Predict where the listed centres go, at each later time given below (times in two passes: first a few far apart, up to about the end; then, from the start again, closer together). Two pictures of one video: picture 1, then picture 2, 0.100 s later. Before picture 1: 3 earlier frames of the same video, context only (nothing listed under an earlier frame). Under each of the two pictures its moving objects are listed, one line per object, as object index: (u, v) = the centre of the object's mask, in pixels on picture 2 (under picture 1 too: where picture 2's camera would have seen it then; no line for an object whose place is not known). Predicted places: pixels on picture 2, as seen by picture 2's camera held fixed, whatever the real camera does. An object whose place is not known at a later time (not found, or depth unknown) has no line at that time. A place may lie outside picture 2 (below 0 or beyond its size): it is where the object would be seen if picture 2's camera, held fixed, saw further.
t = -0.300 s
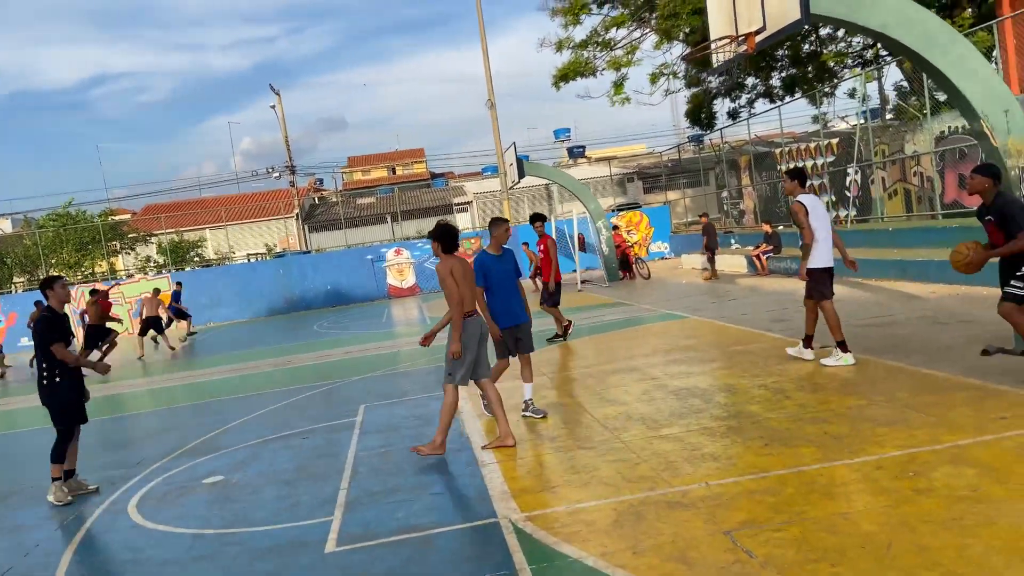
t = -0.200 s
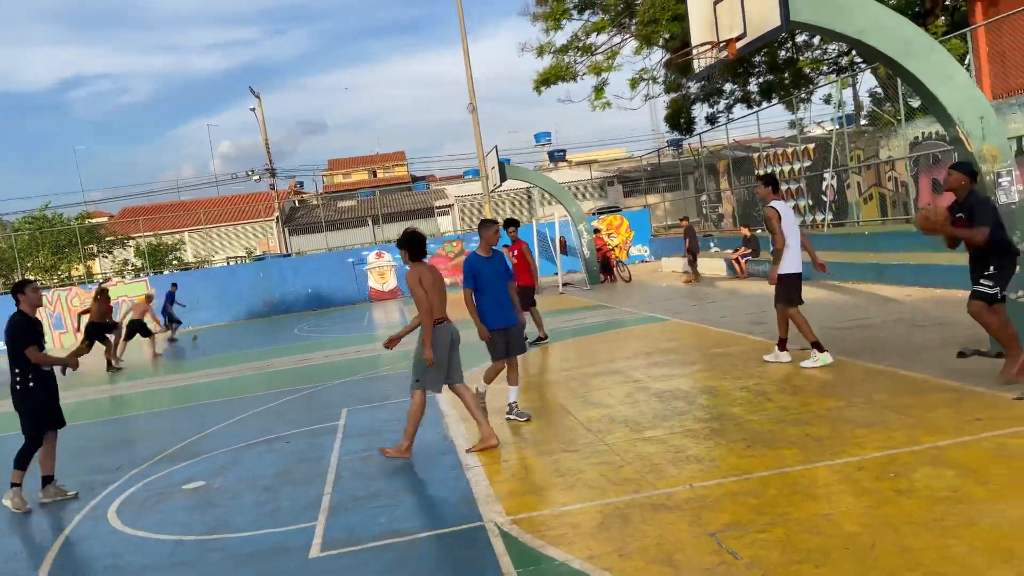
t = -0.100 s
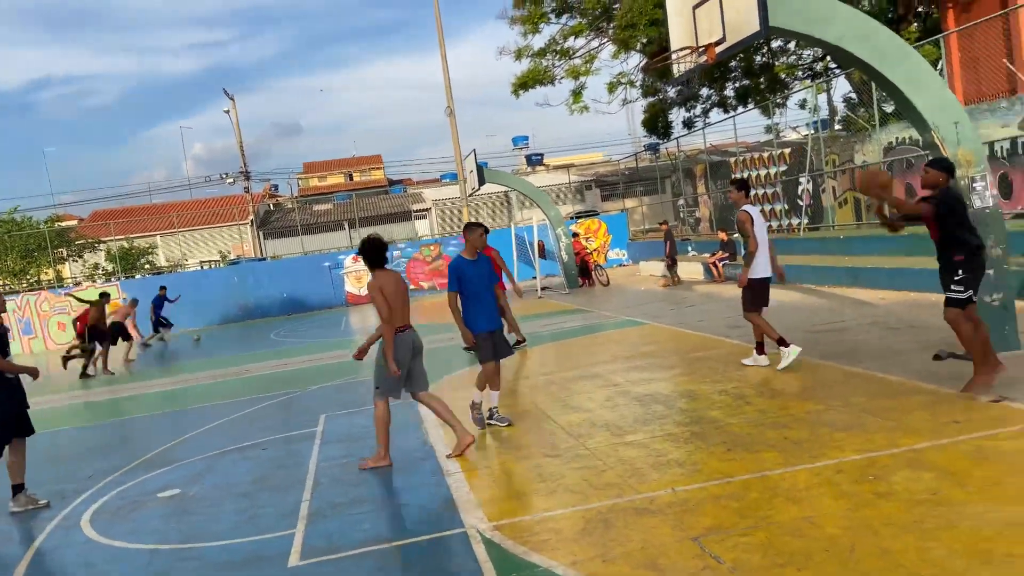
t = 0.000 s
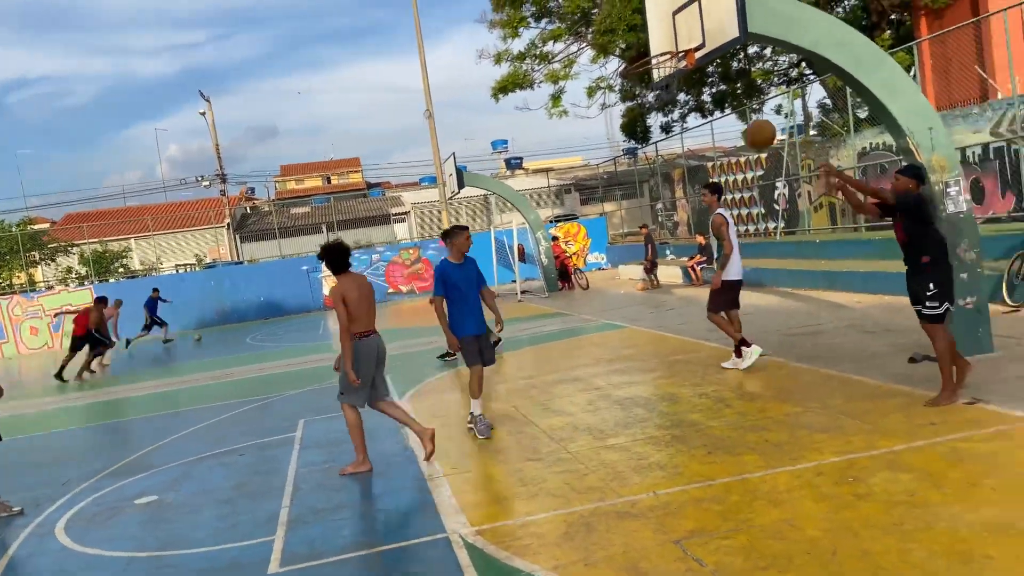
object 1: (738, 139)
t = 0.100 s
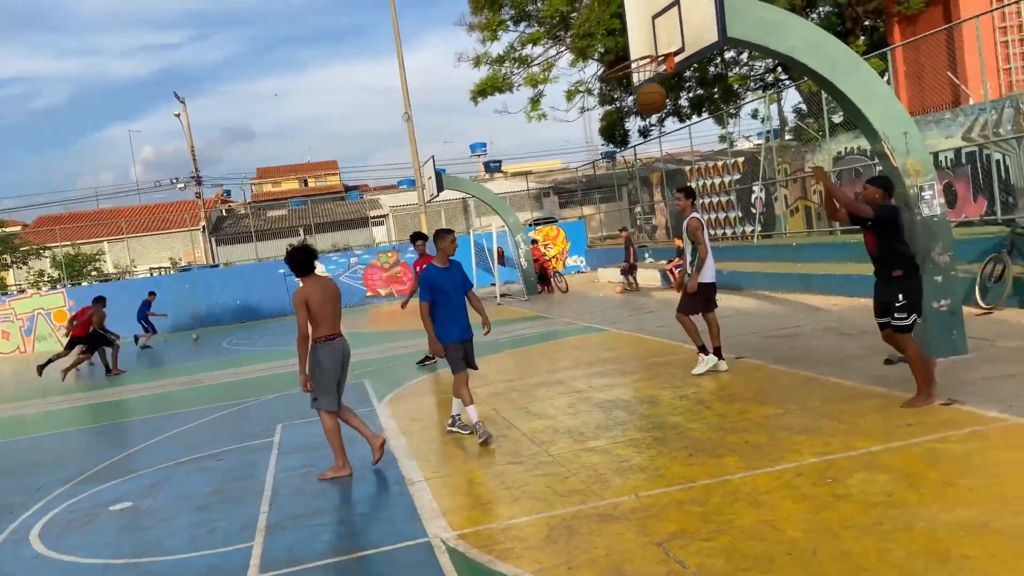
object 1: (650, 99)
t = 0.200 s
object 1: (567, 71)
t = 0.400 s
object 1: (404, 54)
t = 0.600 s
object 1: (252, 85)
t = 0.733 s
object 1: (159, 131)
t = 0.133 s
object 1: (624, 88)
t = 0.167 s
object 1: (595, 79)
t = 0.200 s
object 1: (567, 71)
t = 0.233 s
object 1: (540, 65)
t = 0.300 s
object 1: (485, 57)
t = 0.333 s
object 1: (458, 55)
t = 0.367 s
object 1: (431, 54)
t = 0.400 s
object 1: (404, 54)
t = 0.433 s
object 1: (378, 56)
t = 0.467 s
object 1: (352, 59)
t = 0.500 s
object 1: (327, 64)
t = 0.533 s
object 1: (301, 69)
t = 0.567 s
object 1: (277, 76)
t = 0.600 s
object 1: (252, 85)
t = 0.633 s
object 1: (228, 94)
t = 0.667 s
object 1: (205, 105)
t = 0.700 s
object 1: (181, 117)
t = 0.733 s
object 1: (159, 131)
